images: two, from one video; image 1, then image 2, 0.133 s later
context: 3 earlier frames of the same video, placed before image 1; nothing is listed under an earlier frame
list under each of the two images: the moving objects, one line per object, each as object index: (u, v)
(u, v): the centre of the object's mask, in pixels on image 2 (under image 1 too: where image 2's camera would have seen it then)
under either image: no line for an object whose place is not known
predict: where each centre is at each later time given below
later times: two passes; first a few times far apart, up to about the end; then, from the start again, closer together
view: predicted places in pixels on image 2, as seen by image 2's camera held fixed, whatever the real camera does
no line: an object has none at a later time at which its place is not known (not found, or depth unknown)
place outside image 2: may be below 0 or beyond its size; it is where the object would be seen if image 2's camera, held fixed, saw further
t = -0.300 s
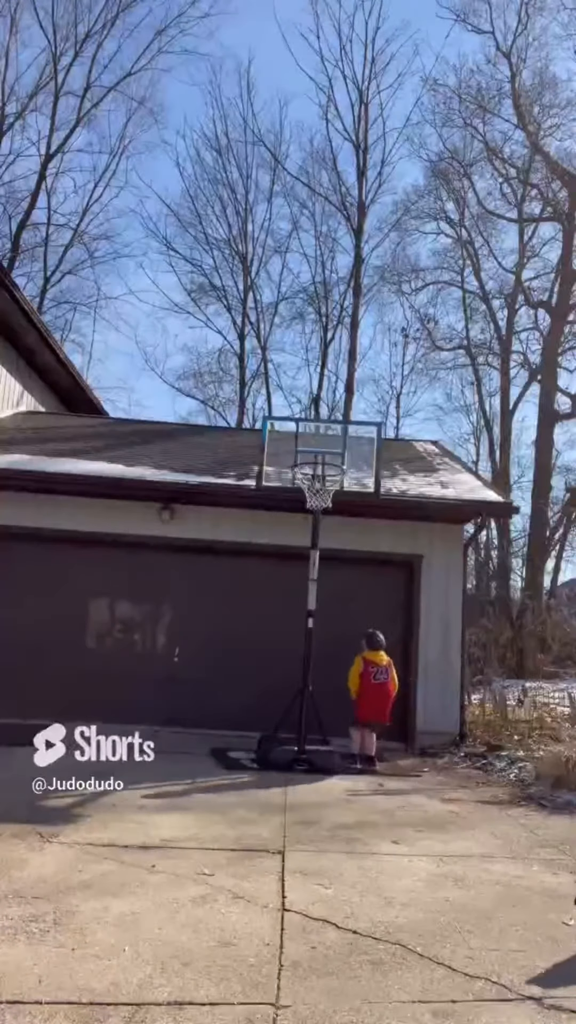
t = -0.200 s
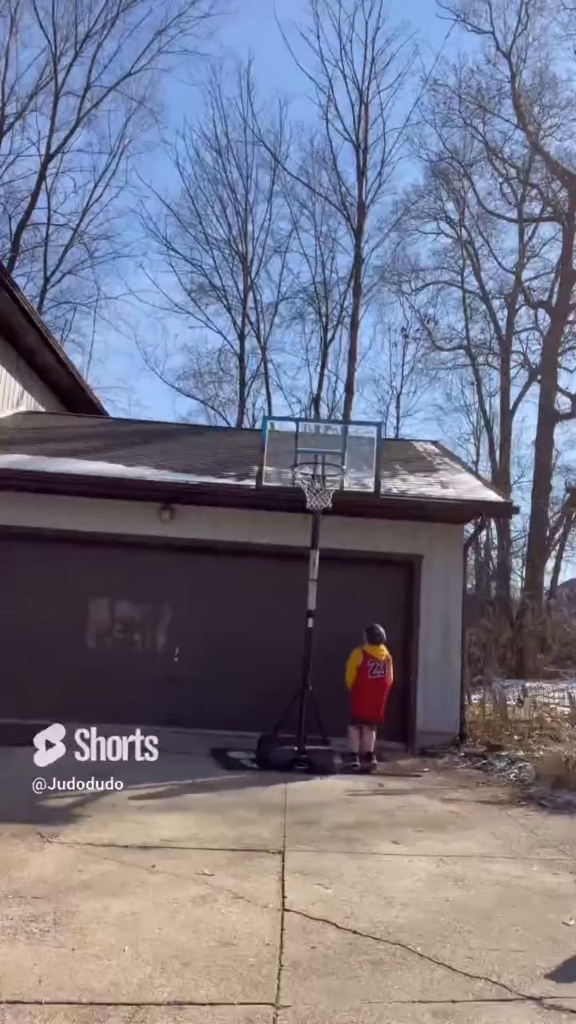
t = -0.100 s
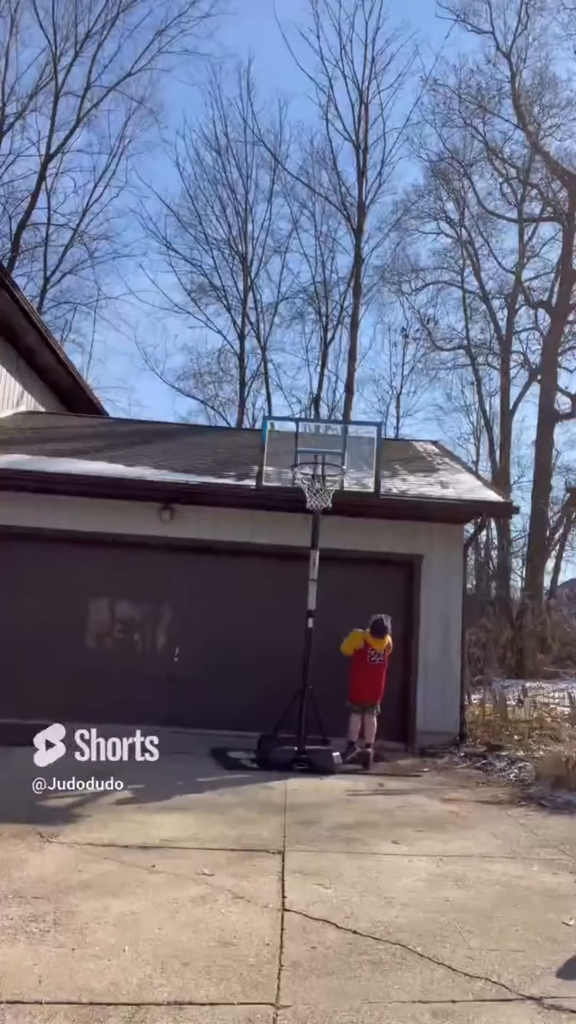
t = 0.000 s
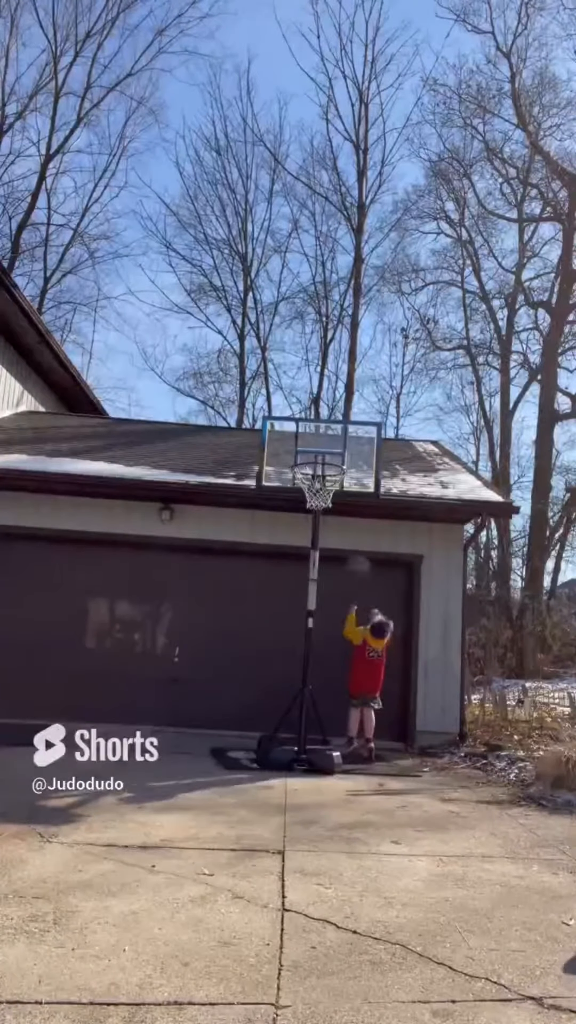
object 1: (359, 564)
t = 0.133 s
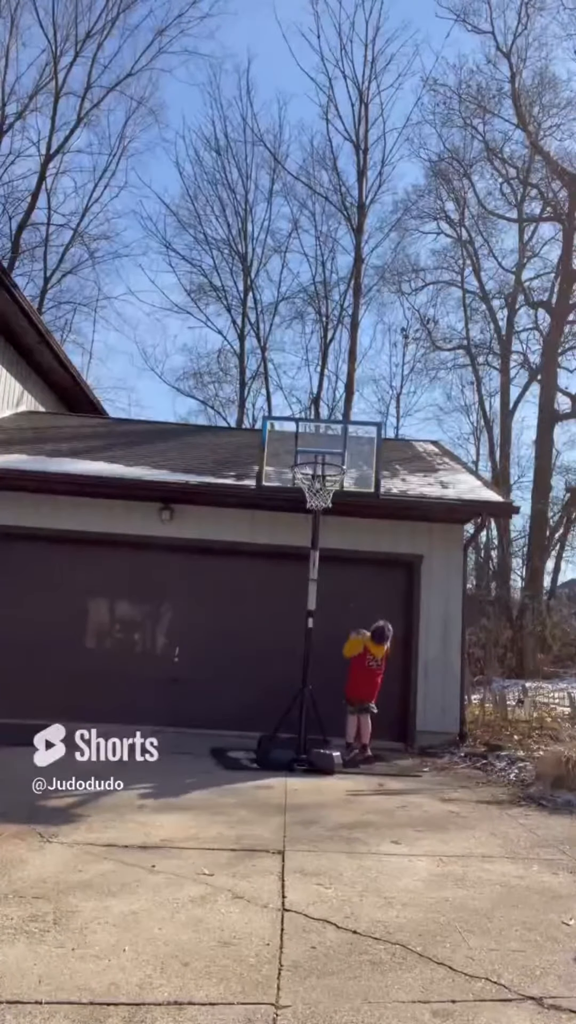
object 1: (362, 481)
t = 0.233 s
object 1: (369, 422)
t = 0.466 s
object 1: (376, 343)
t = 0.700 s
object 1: (382, 303)
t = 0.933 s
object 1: (386, 315)
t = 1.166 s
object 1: (388, 386)
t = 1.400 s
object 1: (388, 526)
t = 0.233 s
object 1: (369, 422)
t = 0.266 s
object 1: (369, 413)
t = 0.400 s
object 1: (373, 363)
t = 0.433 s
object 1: (375, 352)
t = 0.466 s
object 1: (376, 343)
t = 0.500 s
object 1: (377, 334)
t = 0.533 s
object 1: (378, 327)
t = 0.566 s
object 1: (379, 320)
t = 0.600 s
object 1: (380, 315)
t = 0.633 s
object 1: (381, 310)
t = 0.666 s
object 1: (381, 306)
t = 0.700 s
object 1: (382, 303)
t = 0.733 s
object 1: (383, 302)
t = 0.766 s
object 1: (383, 301)
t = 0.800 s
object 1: (384, 302)
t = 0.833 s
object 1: (385, 303)
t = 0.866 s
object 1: (385, 306)
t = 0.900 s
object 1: (386, 310)
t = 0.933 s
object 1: (386, 315)
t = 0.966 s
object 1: (387, 322)
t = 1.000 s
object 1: (387, 329)
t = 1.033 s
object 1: (388, 338)
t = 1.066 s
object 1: (388, 348)
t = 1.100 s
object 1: (388, 359)
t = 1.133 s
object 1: (388, 372)
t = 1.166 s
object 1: (388, 386)
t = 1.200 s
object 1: (388, 402)
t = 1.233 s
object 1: (388, 417)
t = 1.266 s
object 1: (387, 435)
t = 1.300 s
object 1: (390, 456)
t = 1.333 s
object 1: (389, 478)
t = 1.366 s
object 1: (388, 502)
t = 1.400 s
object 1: (388, 526)
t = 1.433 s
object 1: (387, 554)
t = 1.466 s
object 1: (387, 582)
